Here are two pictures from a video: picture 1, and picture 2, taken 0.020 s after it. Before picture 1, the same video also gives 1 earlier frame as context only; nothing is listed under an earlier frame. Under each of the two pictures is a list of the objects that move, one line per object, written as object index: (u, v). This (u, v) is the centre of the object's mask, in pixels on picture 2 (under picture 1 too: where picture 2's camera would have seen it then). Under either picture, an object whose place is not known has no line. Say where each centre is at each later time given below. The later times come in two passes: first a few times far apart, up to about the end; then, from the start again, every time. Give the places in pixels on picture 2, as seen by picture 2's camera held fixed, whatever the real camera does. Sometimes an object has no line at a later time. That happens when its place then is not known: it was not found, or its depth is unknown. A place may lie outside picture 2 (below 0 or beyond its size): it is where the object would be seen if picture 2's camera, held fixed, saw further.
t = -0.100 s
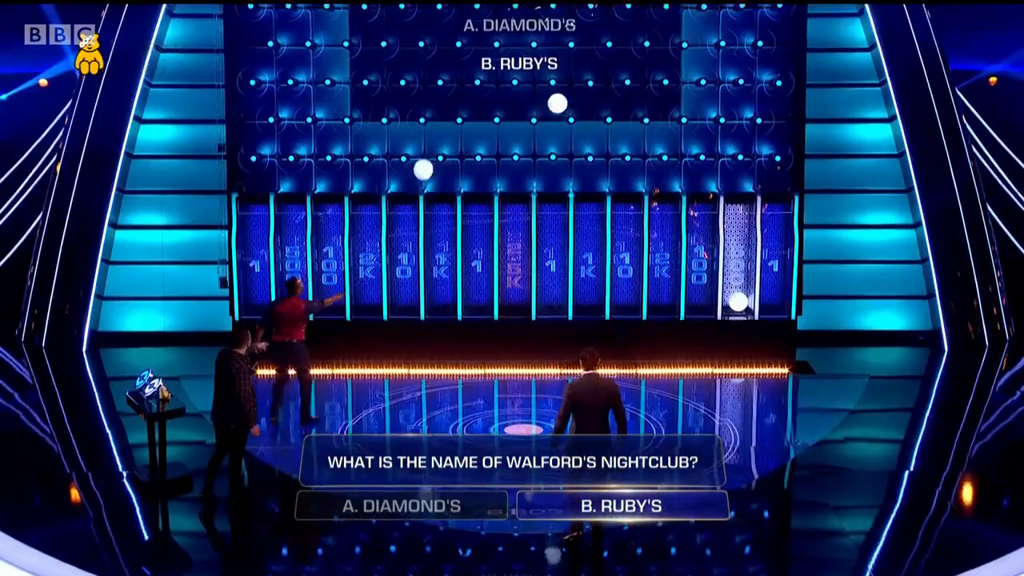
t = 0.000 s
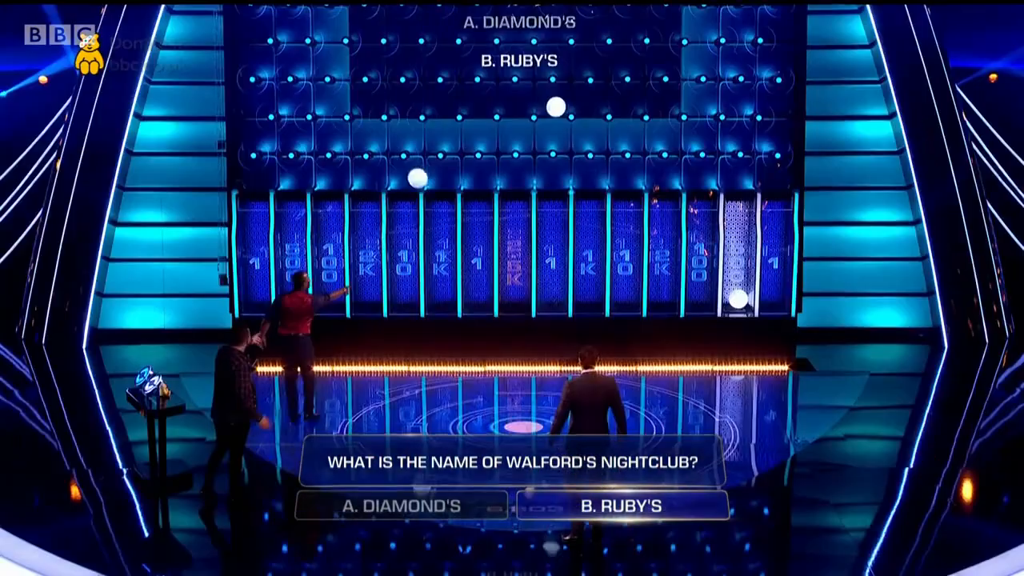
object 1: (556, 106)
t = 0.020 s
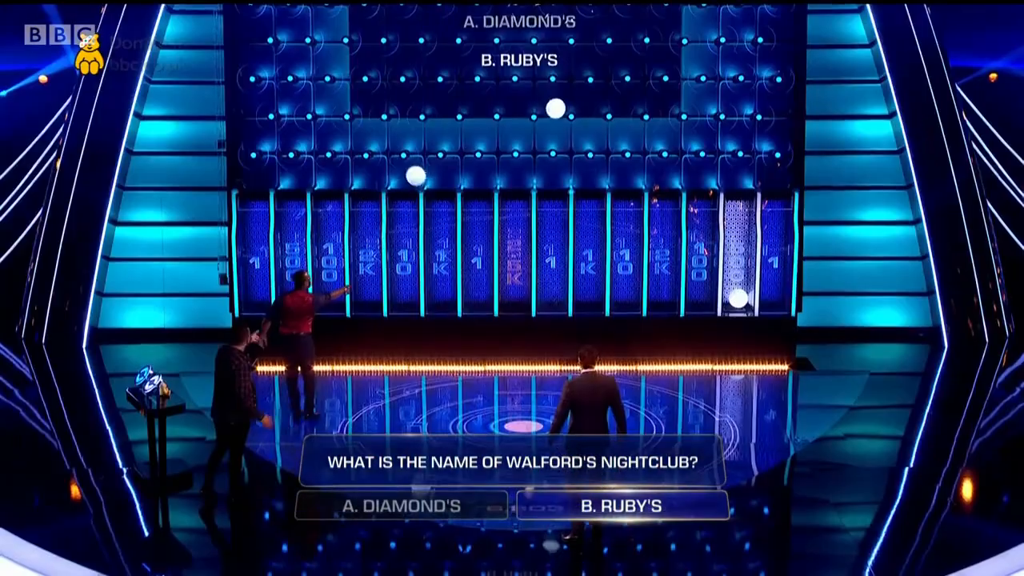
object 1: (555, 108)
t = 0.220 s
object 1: (553, 139)
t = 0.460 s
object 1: (554, 130)
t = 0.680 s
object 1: (554, 138)
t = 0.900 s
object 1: (554, 139)
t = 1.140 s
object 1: (556, 139)
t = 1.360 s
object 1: (563, 143)
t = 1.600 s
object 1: (573, 171)
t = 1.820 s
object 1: (598, 180)
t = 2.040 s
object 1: (604, 169)
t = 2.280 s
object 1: (614, 176)
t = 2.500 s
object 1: (630, 192)
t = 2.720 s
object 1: (625, 236)
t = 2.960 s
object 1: (620, 293)
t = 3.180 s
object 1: (622, 272)
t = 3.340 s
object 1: (622, 277)
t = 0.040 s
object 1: (555, 111)
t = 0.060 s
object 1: (555, 113)
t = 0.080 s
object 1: (555, 116)
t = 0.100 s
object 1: (554, 120)
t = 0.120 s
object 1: (554, 123)
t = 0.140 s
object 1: (554, 127)
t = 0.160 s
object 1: (553, 131)
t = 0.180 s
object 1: (553, 135)
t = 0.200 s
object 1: (553, 139)
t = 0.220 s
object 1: (553, 139)
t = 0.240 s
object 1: (553, 137)
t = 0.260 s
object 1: (553, 135)
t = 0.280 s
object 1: (553, 133)
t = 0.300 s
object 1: (553, 132)
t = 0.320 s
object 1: (553, 130)
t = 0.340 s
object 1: (553, 130)
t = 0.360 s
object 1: (553, 129)
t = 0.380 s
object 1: (553, 129)
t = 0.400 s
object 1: (553, 129)
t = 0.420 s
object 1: (554, 129)
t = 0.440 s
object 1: (554, 129)
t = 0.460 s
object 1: (554, 130)
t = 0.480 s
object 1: (554, 131)
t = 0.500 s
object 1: (554, 132)
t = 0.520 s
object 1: (554, 134)
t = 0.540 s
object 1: (554, 135)
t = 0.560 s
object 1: (554, 136)
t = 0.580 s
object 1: (554, 137)
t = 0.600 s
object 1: (554, 139)
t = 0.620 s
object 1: (554, 140)
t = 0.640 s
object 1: (554, 139)
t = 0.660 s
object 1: (554, 138)
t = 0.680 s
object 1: (554, 138)
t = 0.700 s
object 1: (554, 137)
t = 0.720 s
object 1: (554, 137)
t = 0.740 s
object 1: (554, 137)
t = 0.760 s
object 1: (554, 138)
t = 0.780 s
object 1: (554, 138)
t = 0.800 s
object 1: (554, 139)
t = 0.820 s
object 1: (554, 139)
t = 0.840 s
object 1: (554, 139)
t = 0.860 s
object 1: (554, 139)
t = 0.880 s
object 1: (554, 139)
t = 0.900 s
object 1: (554, 139)
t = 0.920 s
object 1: (554, 139)
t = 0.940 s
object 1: (554, 139)
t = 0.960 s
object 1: (554, 139)
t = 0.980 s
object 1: (554, 139)
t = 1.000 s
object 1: (554, 139)
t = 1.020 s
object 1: (555, 139)
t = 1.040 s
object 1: (555, 139)
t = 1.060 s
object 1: (555, 139)
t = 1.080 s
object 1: (555, 139)
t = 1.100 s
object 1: (556, 139)
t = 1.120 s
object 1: (556, 139)
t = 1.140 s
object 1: (556, 139)
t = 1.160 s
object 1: (557, 140)
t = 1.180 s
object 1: (557, 139)
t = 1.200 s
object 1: (557, 140)
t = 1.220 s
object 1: (558, 140)
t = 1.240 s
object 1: (558, 140)
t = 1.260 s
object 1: (559, 140)
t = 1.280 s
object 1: (560, 141)
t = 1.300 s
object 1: (560, 141)
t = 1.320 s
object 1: (561, 142)
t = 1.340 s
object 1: (562, 142)
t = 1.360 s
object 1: (563, 143)
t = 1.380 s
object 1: (563, 144)
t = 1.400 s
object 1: (564, 145)
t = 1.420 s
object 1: (565, 147)
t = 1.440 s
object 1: (566, 148)
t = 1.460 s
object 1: (567, 150)
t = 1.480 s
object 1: (567, 152)
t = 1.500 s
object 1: (568, 155)
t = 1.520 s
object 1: (569, 157)
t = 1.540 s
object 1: (570, 160)
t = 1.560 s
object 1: (571, 163)
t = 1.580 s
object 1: (572, 167)
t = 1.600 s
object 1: (573, 171)
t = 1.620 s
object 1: (574, 174)
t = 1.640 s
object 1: (575, 178)
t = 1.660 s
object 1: (577, 180)
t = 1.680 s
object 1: (580, 180)
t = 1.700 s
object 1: (583, 180)
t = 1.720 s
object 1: (587, 180)
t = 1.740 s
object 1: (590, 181)
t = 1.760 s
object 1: (593, 182)
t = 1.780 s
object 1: (596, 183)
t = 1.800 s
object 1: (598, 182)
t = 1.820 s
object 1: (598, 180)
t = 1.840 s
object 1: (599, 178)
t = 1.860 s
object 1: (599, 176)
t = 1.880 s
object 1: (600, 174)
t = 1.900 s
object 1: (600, 173)
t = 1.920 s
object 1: (601, 172)
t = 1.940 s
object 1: (601, 171)
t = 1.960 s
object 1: (602, 170)
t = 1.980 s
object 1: (602, 170)
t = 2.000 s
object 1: (603, 169)
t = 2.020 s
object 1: (603, 169)
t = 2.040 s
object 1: (604, 169)
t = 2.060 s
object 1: (604, 170)
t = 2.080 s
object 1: (605, 171)
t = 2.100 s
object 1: (605, 172)
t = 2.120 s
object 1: (606, 173)
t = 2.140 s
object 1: (606, 174)
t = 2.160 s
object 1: (607, 176)
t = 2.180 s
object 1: (607, 178)
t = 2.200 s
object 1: (608, 179)
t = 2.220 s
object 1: (610, 178)
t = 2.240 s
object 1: (611, 177)
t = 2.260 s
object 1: (613, 177)
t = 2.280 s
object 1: (614, 176)
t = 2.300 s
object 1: (616, 177)
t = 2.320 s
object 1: (617, 177)
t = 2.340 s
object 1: (619, 177)
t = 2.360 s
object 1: (620, 178)
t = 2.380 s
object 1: (622, 179)
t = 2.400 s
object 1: (623, 181)
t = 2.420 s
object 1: (625, 183)
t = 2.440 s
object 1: (626, 185)
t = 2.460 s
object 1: (628, 187)
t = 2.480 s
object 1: (629, 189)
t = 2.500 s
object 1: (630, 192)
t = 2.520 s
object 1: (630, 195)
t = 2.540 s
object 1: (630, 198)
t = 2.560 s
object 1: (629, 201)
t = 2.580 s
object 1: (629, 204)
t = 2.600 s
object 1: (628, 208)
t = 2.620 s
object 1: (628, 212)
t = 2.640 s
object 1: (627, 216)
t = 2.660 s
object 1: (626, 221)
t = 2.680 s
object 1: (626, 226)
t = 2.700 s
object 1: (625, 230)
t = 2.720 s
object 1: (625, 236)
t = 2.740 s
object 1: (624, 242)
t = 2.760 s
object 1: (624, 248)
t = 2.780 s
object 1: (623, 253)
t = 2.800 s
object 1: (623, 260)
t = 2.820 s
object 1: (622, 266)
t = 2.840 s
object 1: (622, 273)
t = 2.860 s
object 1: (621, 279)
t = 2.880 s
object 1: (620, 288)
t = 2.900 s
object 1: (620, 295)
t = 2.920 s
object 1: (620, 299)
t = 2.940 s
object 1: (620, 296)
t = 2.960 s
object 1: (620, 293)
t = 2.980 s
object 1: (620, 289)
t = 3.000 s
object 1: (620, 287)
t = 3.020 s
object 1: (620, 284)
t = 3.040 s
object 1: (620, 281)
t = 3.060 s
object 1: (621, 279)
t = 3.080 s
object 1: (621, 278)
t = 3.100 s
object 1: (621, 276)
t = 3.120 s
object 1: (621, 274)
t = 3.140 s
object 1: (622, 272)
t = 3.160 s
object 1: (622, 272)
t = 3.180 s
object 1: (622, 272)
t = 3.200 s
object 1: (622, 272)
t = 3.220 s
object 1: (622, 272)
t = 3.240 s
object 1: (622, 272)
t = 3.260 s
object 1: (622, 272)
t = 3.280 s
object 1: (622, 272)
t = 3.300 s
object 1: (622, 273)
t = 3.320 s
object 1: (623, 275)
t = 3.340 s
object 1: (622, 277)
